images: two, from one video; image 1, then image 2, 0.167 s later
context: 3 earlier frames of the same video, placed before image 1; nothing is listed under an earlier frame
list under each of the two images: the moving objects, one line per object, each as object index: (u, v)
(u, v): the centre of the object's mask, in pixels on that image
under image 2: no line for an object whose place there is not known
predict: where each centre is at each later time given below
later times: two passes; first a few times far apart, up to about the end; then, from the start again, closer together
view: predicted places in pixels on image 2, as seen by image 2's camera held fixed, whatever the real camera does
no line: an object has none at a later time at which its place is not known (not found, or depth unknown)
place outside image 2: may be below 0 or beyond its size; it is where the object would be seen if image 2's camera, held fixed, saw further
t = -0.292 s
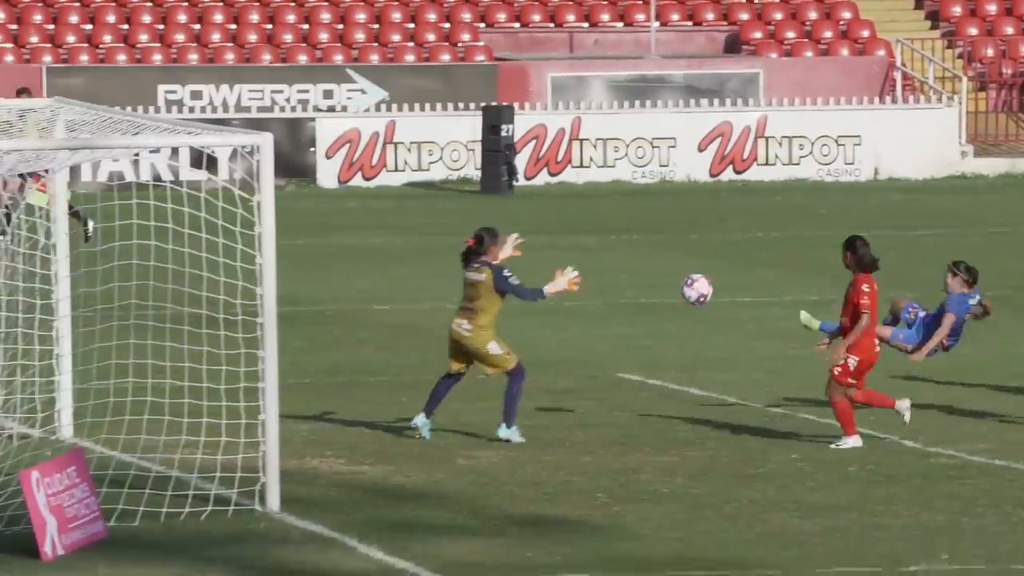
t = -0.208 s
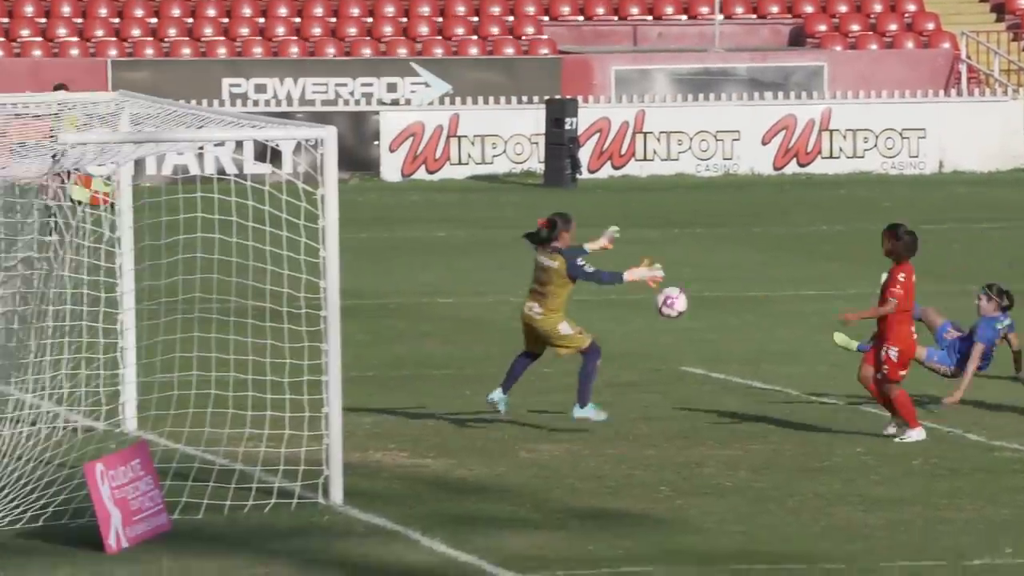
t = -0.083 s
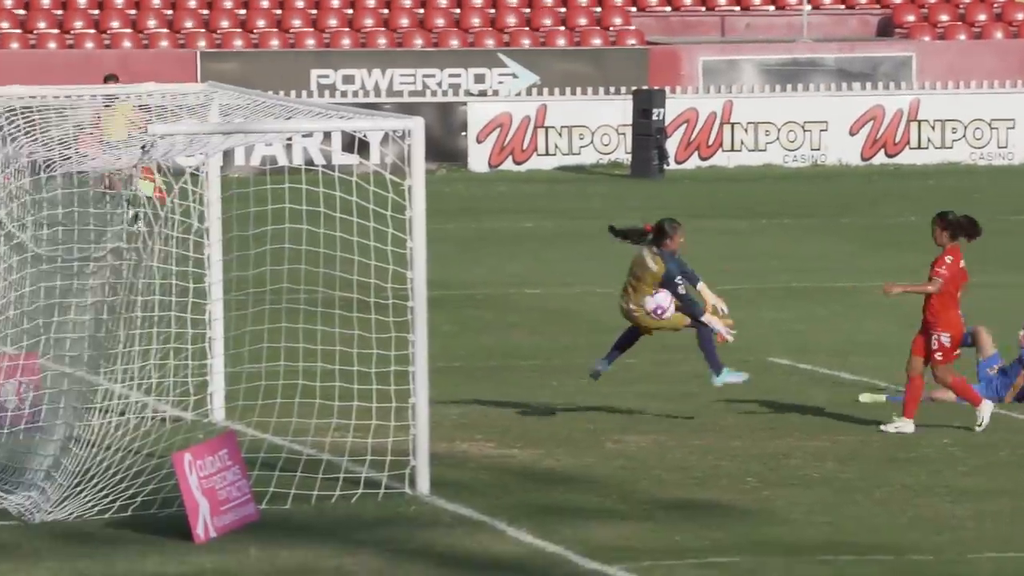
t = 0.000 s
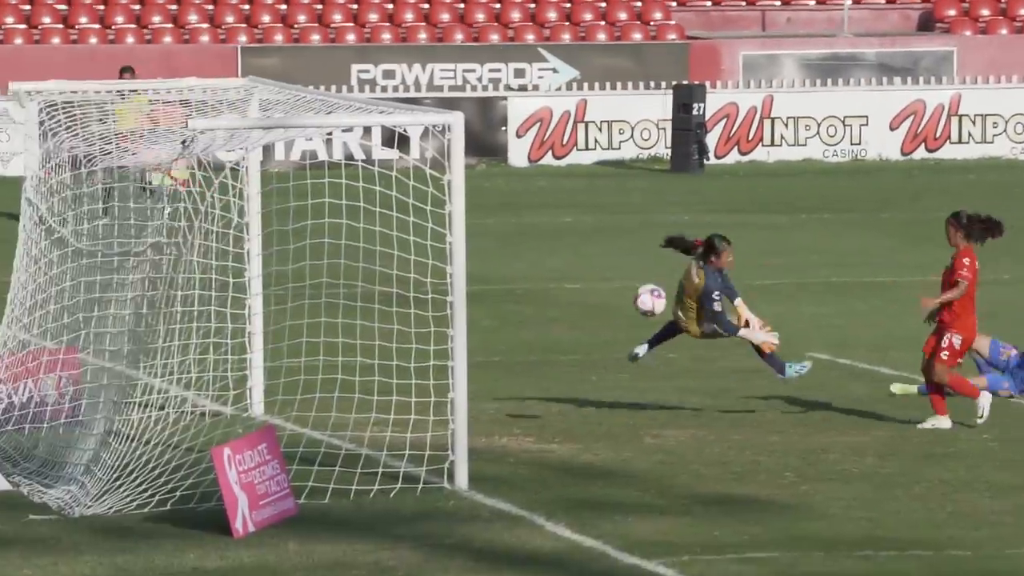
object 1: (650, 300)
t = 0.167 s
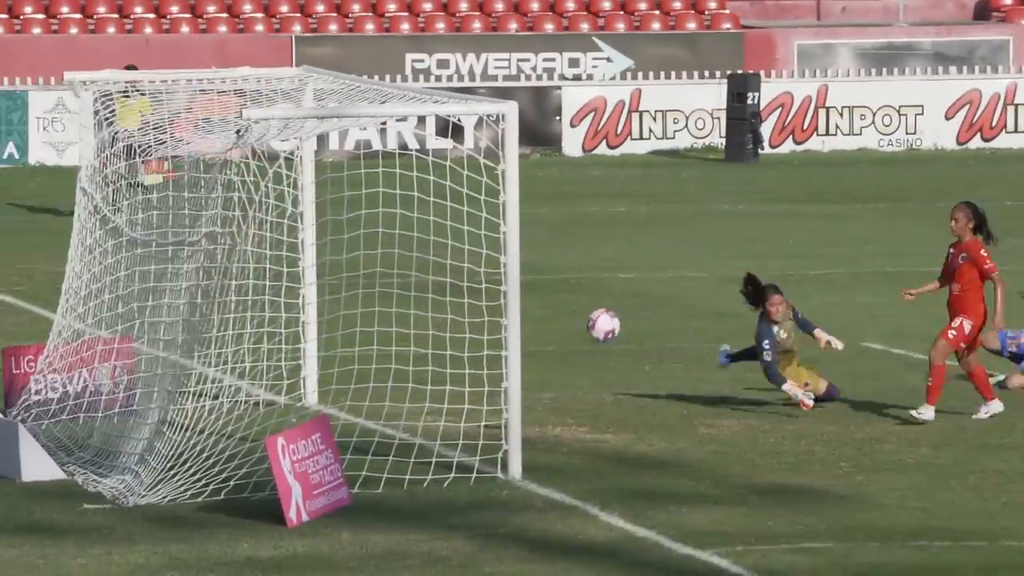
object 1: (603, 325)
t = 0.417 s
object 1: (445, 463)
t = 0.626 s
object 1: (347, 434)
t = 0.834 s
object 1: (274, 409)
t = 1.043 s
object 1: (202, 440)
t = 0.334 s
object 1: (496, 406)
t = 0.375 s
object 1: (472, 434)
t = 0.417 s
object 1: (445, 463)
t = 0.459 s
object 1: (423, 456)
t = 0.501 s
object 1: (399, 451)
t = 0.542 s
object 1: (376, 445)
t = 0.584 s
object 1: (358, 440)
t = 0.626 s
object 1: (347, 434)
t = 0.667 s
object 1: (337, 423)
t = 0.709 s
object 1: (315, 412)
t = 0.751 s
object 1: (300, 411)
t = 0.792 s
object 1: (289, 411)
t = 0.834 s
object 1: (274, 409)
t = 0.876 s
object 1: (259, 410)
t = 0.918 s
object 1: (244, 412)
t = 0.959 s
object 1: (228, 419)
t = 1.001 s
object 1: (215, 429)
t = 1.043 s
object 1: (202, 440)
